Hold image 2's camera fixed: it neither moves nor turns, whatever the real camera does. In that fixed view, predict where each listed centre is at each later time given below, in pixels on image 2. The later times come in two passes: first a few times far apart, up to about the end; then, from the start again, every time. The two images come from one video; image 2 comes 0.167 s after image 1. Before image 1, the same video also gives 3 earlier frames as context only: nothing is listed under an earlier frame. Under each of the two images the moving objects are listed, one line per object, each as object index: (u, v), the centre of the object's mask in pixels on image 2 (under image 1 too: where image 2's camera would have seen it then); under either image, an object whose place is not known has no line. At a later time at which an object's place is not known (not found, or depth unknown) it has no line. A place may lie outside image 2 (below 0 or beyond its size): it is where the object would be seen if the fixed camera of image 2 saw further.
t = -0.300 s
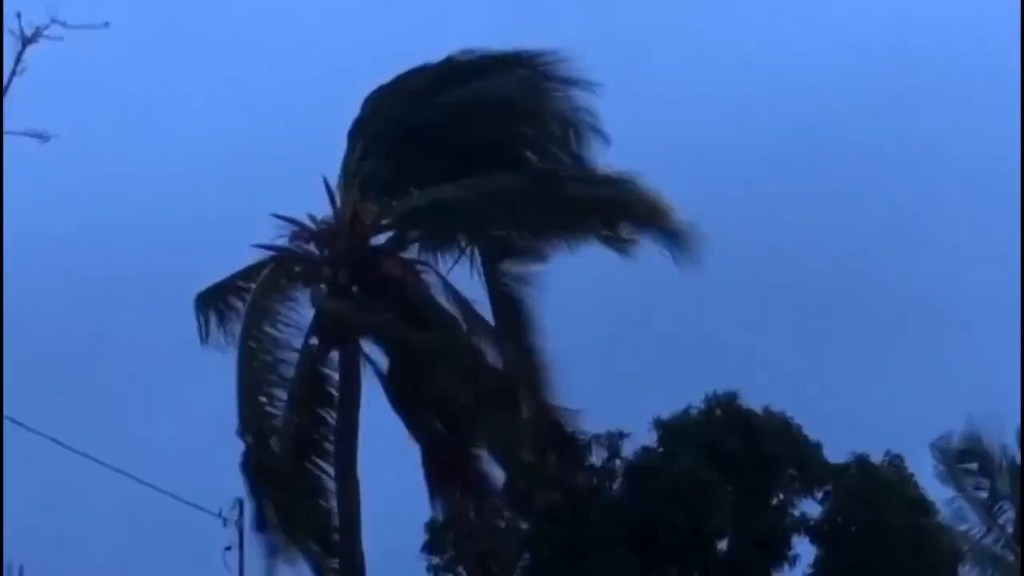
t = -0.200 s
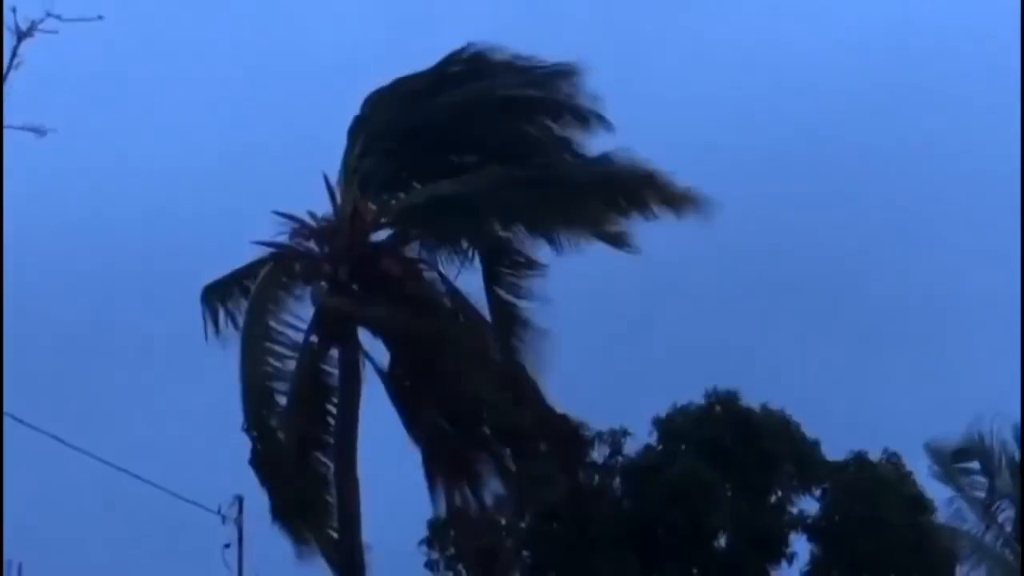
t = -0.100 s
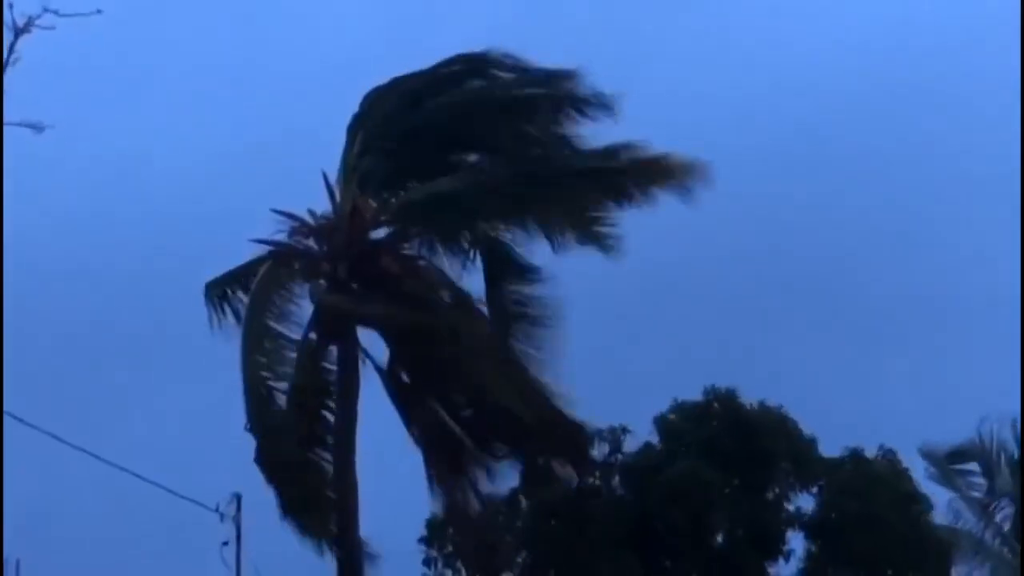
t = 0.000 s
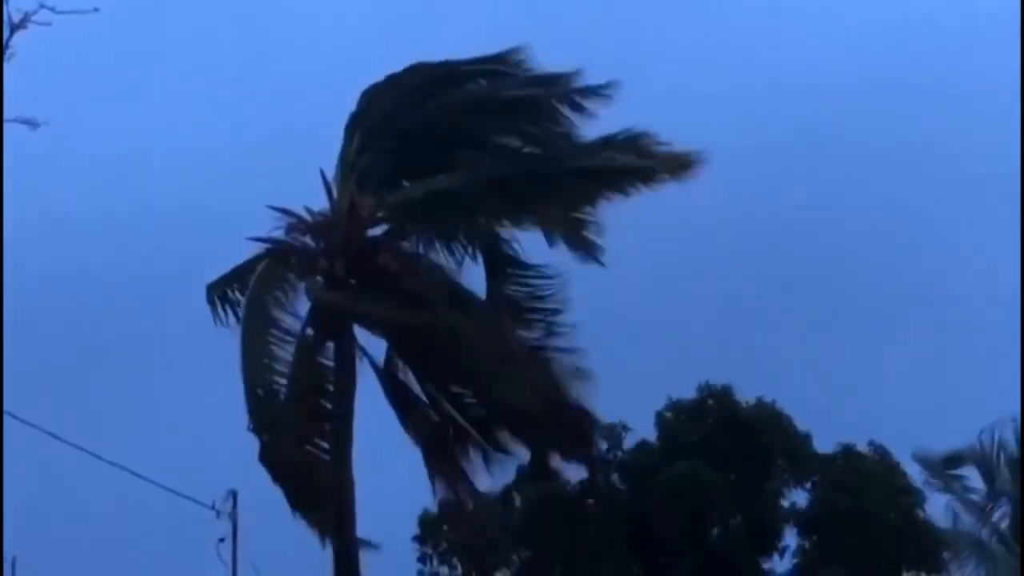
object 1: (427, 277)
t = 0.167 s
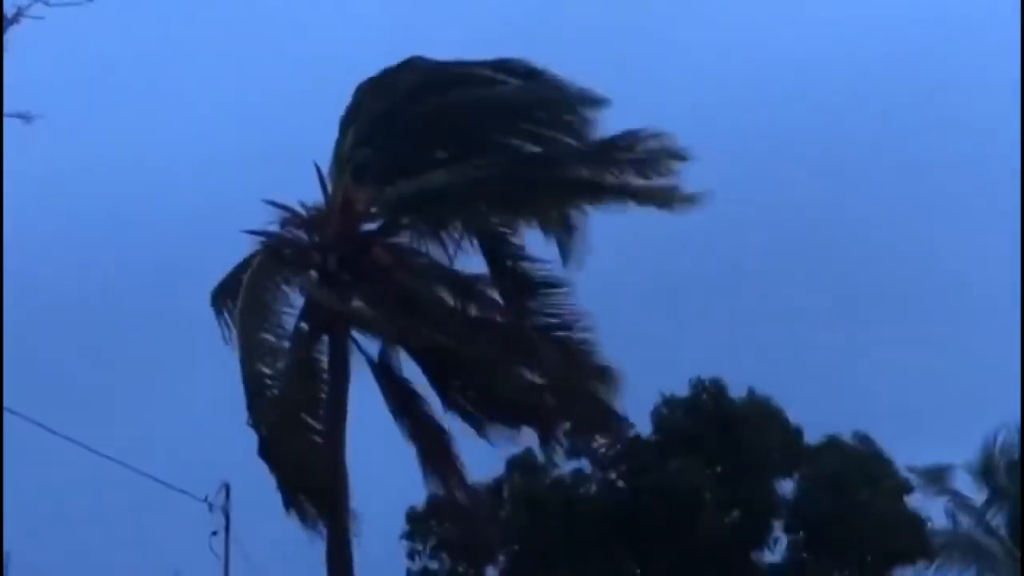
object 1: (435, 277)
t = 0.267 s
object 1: (439, 278)
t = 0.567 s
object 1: (429, 284)
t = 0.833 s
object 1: (424, 283)
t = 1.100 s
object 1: (420, 280)
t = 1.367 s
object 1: (428, 271)
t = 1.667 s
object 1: (437, 273)
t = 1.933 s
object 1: (437, 275)
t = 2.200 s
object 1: (435, 281)
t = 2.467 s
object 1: (432, 283)
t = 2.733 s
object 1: (426, 277)
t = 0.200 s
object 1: (437, 279)
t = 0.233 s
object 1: (439, 278)
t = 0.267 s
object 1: (439, 278)
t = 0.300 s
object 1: (438, 279)
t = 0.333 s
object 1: (437, 279)
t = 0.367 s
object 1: (436, 279)
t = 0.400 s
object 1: (434, 280)
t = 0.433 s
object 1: (433, 282)
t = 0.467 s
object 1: (433, 285)
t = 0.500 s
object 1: (432, 284)
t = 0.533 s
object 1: (430, 285)
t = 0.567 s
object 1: (429, 284)
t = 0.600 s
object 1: (428, 284)
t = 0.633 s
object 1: (427, 285)
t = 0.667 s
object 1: (426, 285)
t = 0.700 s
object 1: (426, 285)
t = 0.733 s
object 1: (426, 285)
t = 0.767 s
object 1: (426, 285)
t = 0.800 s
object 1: (425, 284)
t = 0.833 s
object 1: (424, 283)
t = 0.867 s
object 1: (423, 282)
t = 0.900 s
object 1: (423, 281)
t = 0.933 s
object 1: (422, 280)
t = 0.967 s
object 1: (421, 281)
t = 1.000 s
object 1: (420, 280)
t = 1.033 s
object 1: (420, 279)
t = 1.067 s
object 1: (419, 278)
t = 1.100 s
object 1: (420, 280)
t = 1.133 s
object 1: (421, 277)
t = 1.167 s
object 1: (423, 277)
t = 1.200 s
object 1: (425, 276)
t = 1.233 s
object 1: (425, 275)
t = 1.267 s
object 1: (426, 273)
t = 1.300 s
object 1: (425, 272)
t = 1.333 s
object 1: (427, 271)
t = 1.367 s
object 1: (428, 271)
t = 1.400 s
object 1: (430, 272)
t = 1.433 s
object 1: (430, 272)
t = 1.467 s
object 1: (431, 271)
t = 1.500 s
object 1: (431, 272)
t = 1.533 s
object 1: (434, 272)
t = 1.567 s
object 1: (435, 273)
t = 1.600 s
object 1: (435, 272)
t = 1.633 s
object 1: (437, 274)
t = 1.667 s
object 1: (437, 273)
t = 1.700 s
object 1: (438, 273)
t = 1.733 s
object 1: (439, 275)
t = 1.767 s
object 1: (438, 277)
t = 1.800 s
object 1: (438, 276)
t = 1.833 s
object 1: (438, 276)
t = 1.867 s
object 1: (438, 276)
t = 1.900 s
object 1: (438, 276)
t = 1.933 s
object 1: (437, 275)
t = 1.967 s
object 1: (438, 278)
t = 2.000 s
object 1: (438, 278)
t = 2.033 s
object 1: (438, 280)
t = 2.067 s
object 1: (438, 280)
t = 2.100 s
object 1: (437, 280)
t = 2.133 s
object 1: (436, 280)
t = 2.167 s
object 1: (435, 281)
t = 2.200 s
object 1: (435, 281)
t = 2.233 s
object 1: (431, 279)
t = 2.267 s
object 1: (430, 278)
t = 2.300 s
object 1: (429, 279)
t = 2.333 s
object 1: (429, 279)
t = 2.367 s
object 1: (429, 281)
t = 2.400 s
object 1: (430, 282)
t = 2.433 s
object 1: (430, 280)
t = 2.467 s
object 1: (432, 283)
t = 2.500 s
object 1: (431, 283)
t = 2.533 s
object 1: (431, 283)
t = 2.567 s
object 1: (429, 280)
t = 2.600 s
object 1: (430, 280)
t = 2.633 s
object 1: (429, 280)
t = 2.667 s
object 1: (425, 279)
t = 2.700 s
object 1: (425, 279)
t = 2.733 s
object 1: (426, 277)
